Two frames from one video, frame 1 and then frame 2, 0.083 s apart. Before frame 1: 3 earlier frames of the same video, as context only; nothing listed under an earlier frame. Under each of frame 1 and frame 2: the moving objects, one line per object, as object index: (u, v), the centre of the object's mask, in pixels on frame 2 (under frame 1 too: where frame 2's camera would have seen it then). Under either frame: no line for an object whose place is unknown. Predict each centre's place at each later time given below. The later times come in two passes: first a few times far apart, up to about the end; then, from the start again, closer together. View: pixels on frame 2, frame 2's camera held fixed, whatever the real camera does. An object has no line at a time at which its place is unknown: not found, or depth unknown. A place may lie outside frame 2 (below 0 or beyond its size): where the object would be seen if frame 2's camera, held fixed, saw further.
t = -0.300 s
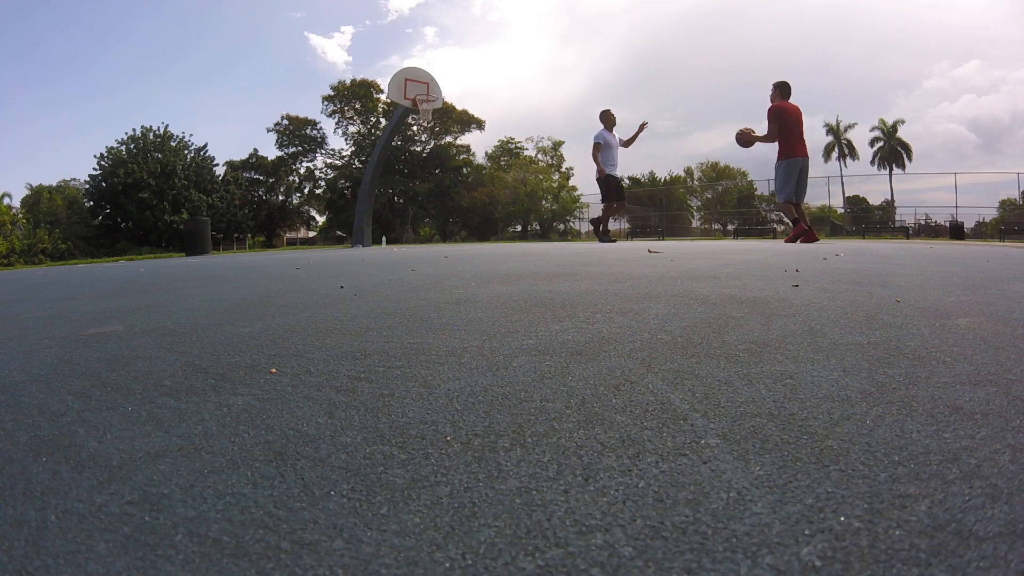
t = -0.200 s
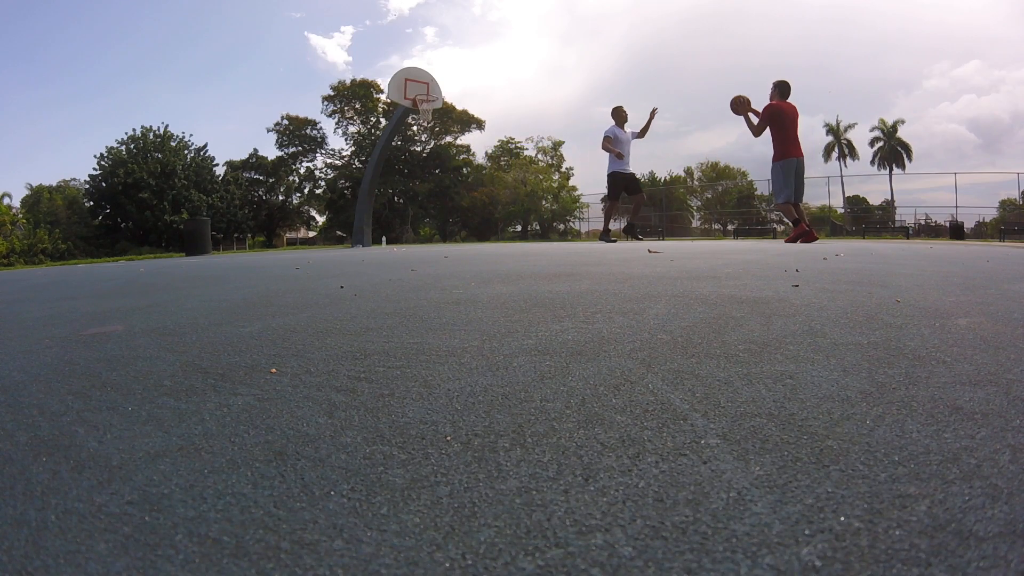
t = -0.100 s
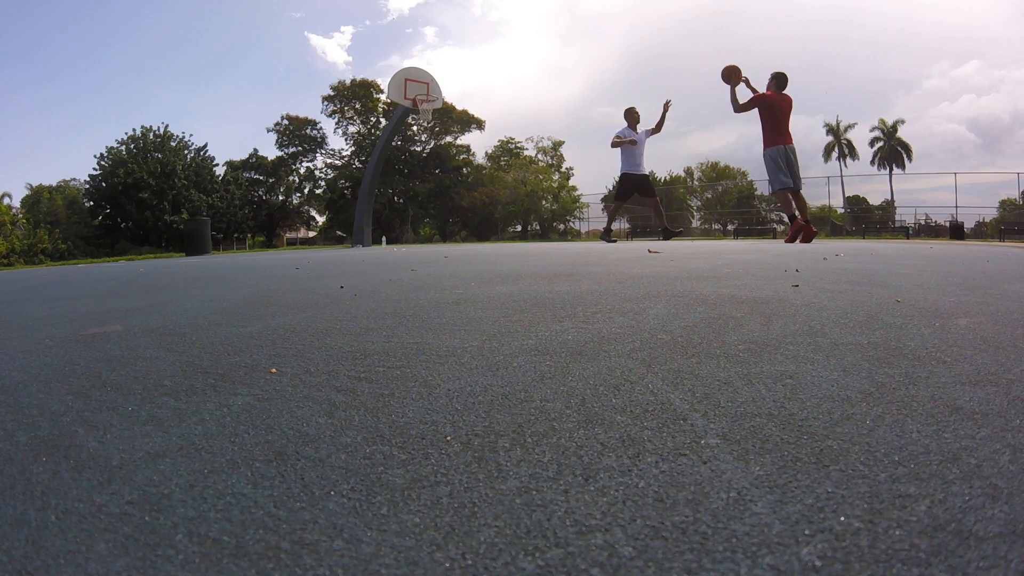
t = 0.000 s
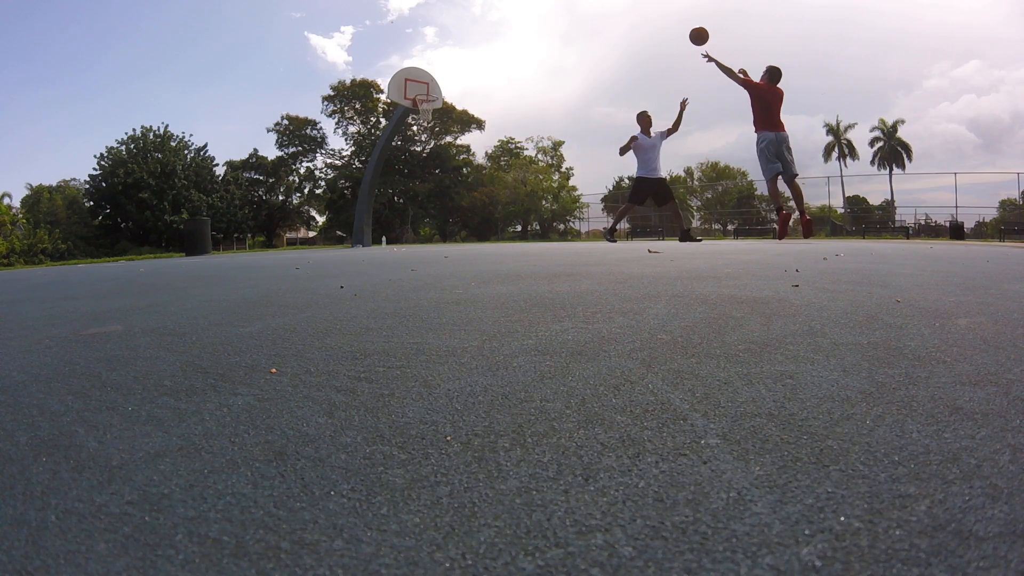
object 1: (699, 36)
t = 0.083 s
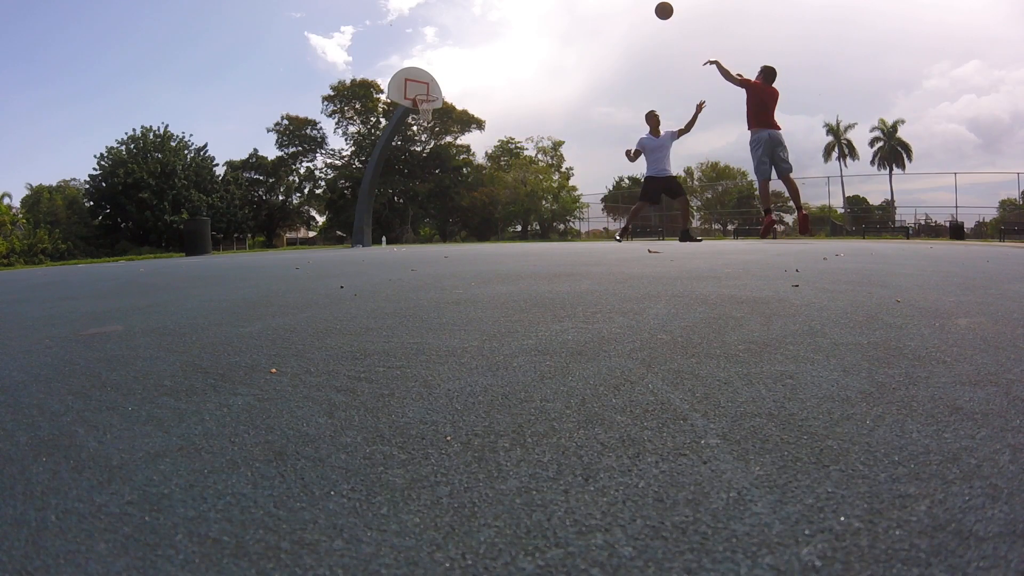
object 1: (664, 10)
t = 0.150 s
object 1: (639, 2)
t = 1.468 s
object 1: (405, 145)
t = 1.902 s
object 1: (382, 211)
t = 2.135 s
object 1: (380, 163)
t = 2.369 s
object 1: (376, 143)
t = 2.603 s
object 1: (374, 152)
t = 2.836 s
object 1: (371, 199)
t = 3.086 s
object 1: (364, 205)
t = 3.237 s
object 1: (358, 176)
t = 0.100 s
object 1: (657, 7)
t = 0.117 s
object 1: (651, 5)
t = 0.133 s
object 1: (645, 3)
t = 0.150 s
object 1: (639, 2)
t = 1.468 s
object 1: (405, 145)
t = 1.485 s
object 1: (403, 149)
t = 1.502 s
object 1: (403, 152)
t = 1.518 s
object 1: (401, 156)
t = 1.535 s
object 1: (400, 161)
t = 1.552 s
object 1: (399, 165)
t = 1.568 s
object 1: (398, 169)
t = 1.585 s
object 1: (397, 173)
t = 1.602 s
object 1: (396, 178)
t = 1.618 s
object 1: (395, 183)
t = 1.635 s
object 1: (394, 188)
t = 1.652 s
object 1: (393, 193)
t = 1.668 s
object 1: (392, 199)
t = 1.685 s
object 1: (391, 204)
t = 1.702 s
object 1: (390, 209)
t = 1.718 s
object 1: (388, 216)
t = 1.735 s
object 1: (387, 222)
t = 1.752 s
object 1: (386, 228)
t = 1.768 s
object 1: (385, 234)
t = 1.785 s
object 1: (384, 240)
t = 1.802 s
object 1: (384, 238)
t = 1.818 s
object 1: (383, 233)
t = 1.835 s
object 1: (383, 228)
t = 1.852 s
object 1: (383, 224)
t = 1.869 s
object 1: (382, 219)
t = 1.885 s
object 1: (382, 215)
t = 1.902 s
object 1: (382, 211)
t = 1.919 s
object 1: (382, 208)
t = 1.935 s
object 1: (381, 203)
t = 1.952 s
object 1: (381, 199)
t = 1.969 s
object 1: (381, 195)
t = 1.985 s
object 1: (381, 190)
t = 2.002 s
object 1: (381, 187)
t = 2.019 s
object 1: (381, 184)
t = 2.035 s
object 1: (381, 180)
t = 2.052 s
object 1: (381, 177)
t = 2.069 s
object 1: (381, 174)
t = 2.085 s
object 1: (381, 171)
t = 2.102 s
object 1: (381, 168)
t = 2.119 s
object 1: (380, 166)
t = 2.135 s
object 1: (380, 163)
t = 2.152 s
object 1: (380, 161)
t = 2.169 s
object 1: (379, 159)
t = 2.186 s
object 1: (379, 156)
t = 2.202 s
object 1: (379, 155)
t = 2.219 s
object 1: (379, 153)
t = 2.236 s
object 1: (378, 152)
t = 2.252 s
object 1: (378, 149)
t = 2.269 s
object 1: (378, 148)
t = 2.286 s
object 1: (377, 147)
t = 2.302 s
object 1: (377, 146)
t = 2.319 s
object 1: (377, 145)
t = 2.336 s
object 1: (376, 144)
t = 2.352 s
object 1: (377, 143)
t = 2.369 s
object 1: (376, 143)
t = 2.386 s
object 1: (376, 142)
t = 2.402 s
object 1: (376, 142)
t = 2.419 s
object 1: (376, 142)
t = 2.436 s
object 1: (376, 142)
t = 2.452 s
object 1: (375, 142)
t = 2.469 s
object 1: (375, 143)
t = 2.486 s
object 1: (375, 143)
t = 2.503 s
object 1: (375, 144)
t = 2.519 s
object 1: (375, 145)
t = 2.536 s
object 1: (374, 146)
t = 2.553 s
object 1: (374, 147)
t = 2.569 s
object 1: (374, 148)
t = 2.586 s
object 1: (374, 150)
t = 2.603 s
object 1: (374, 152)
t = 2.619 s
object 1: (374, 154)
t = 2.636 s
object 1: (373, 156)
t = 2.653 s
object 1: (373, 159)
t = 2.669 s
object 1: (373, 161)
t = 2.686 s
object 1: (373, 164)
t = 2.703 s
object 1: (373, 167)
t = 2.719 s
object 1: (372, 170)
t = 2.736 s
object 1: (372, 174)
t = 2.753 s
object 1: (372, 178)
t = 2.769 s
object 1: (371, 181)
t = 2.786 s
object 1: (371, 186)
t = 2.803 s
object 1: (371, 190)
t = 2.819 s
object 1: (371, 194)
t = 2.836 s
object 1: (371, 199)
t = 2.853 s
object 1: (371, 204)
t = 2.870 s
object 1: (370, 209)
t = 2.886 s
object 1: (370, 215)
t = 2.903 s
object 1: (370, 220)
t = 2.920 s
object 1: (370, 226)
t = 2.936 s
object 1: (370, 232)
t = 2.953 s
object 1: (370, 239)
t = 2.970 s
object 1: (370, 237)
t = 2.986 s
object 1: (369, 232)
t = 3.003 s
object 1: (368, 227)
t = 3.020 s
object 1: (367, 223)
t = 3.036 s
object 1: (367, 218)
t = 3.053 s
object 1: (366, 213)
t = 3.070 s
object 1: (365, 209)
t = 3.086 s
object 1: (364, 205)
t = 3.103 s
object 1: (364, 201)
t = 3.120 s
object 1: (363, 197)
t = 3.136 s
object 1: (362, 193)
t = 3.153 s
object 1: (361, 190)
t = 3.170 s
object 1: (360, 187)
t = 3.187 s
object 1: (360, 184)
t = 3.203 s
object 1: (359, 180)
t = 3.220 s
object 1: (358, 178)
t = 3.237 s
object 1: (358, 176)
